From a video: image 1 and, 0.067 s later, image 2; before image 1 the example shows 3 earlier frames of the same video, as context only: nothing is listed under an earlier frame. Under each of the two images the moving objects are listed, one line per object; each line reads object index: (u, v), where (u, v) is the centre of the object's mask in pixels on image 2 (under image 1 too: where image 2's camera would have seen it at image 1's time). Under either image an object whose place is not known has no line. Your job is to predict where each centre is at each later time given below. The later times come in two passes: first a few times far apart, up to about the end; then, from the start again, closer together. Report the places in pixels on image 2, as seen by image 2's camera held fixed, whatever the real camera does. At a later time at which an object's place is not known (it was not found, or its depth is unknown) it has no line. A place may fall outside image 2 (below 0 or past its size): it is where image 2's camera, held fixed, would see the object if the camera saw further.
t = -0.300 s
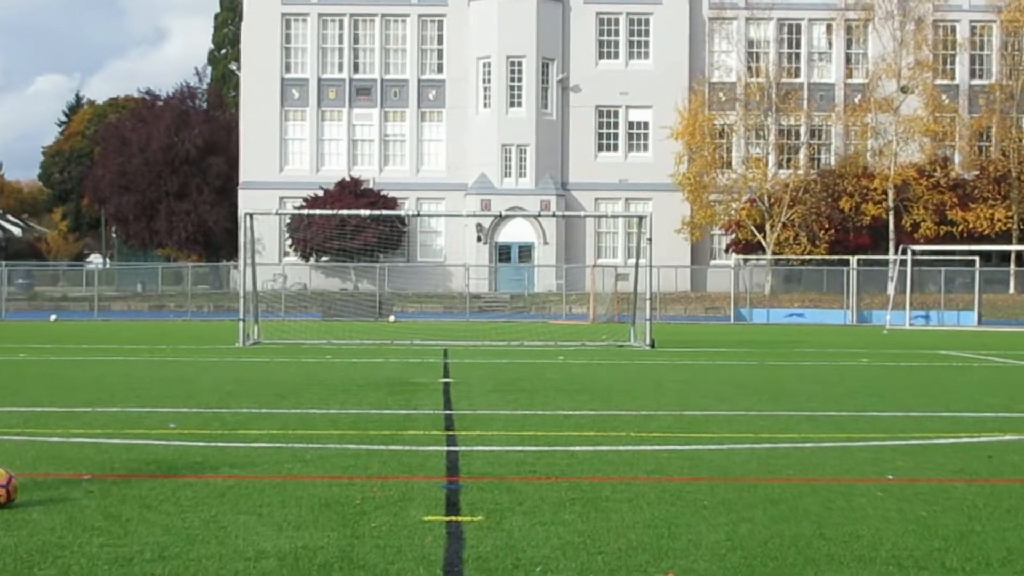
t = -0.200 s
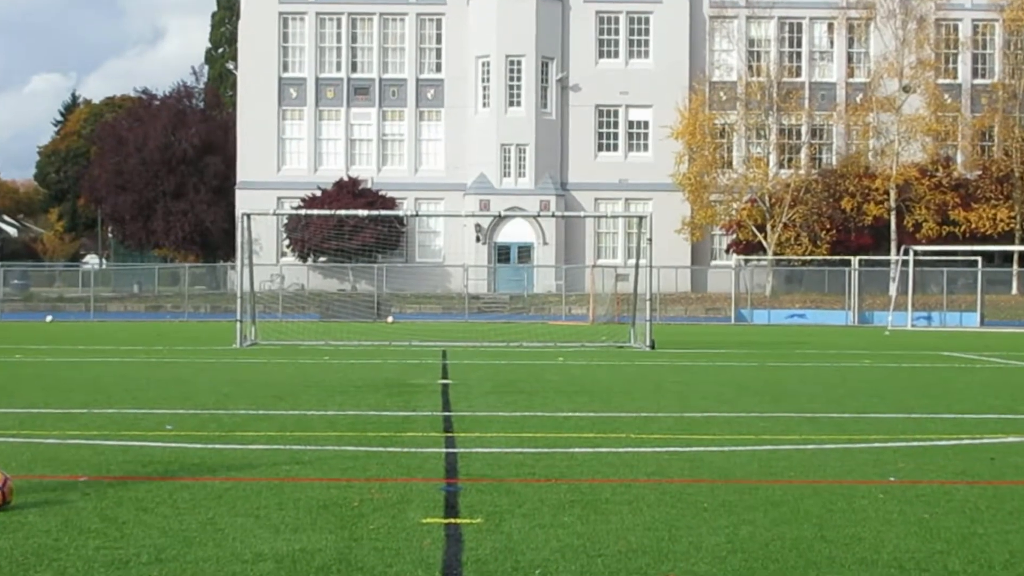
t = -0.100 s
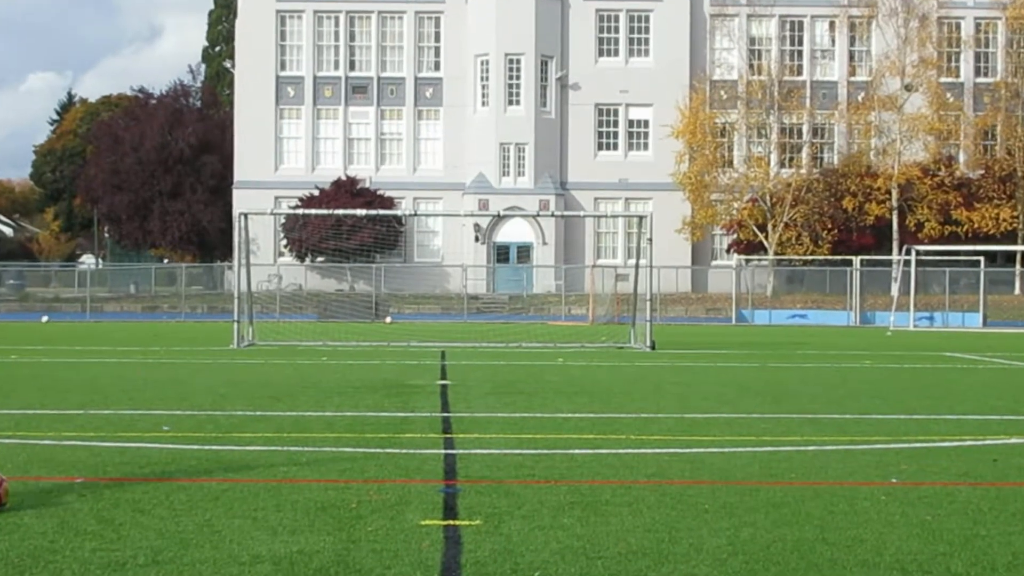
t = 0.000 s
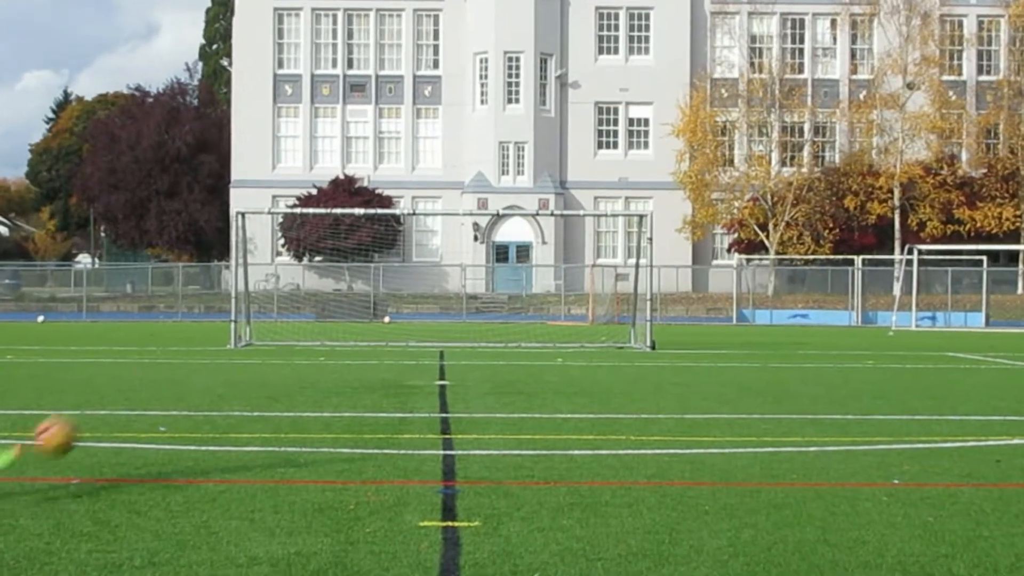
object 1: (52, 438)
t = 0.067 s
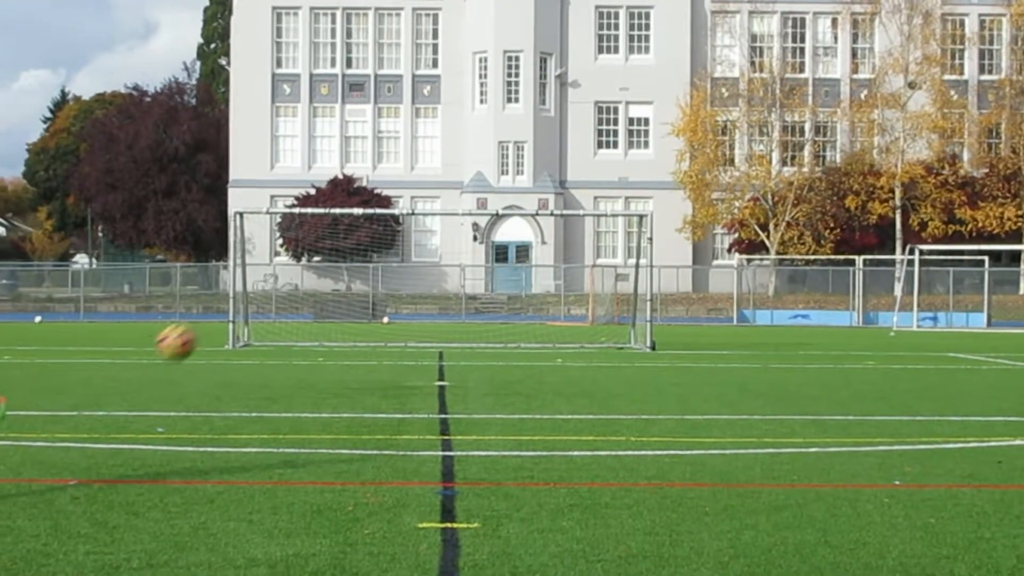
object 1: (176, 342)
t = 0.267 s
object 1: (397, 185)
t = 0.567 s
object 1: (540, 109)
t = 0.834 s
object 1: (591, 117)
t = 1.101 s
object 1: (610, 160)
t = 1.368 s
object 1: (608, 227)
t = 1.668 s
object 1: (613, 305)
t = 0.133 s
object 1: (270, 275)
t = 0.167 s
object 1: (307, 247)
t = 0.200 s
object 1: (341, 225)
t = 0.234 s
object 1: (372, 201)
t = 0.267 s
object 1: (397, 185)
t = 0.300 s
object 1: (421, 170)
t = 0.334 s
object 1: (443, 157)
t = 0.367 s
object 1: (461, 145)
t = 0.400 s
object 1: (478, 136)
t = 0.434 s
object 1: (494, 129)
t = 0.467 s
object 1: (507, 122)
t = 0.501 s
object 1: (520, 117)
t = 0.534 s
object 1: (530, 112)
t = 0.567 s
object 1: (540, 109)
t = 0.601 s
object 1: (549, 107)
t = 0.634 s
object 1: (558, 106)
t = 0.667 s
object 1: (565, 106)
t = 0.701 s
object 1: (572, 108)
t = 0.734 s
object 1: (577, 109)
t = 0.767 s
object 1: (583, 110)
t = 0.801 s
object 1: (587, 113)
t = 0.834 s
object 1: (591, 117)
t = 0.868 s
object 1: (595, 120)
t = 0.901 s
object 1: (598, 124)
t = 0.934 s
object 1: (600, 128)
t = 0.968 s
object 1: (602, 133)
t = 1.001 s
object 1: (605, 139)
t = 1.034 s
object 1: (607, 146)
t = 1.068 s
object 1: (609, 152)
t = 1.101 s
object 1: (610, 160)
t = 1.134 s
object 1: (610, 166)
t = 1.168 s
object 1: (611, 173)
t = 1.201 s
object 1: (611, 181)
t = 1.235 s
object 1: (611, 190)
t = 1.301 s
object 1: (610, 208)
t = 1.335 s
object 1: (609, 217)
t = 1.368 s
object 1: (608, 227)
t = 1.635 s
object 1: (611, 298)
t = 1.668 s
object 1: (613, 305)
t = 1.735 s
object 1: (616, 327)
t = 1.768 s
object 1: (618, 338)
